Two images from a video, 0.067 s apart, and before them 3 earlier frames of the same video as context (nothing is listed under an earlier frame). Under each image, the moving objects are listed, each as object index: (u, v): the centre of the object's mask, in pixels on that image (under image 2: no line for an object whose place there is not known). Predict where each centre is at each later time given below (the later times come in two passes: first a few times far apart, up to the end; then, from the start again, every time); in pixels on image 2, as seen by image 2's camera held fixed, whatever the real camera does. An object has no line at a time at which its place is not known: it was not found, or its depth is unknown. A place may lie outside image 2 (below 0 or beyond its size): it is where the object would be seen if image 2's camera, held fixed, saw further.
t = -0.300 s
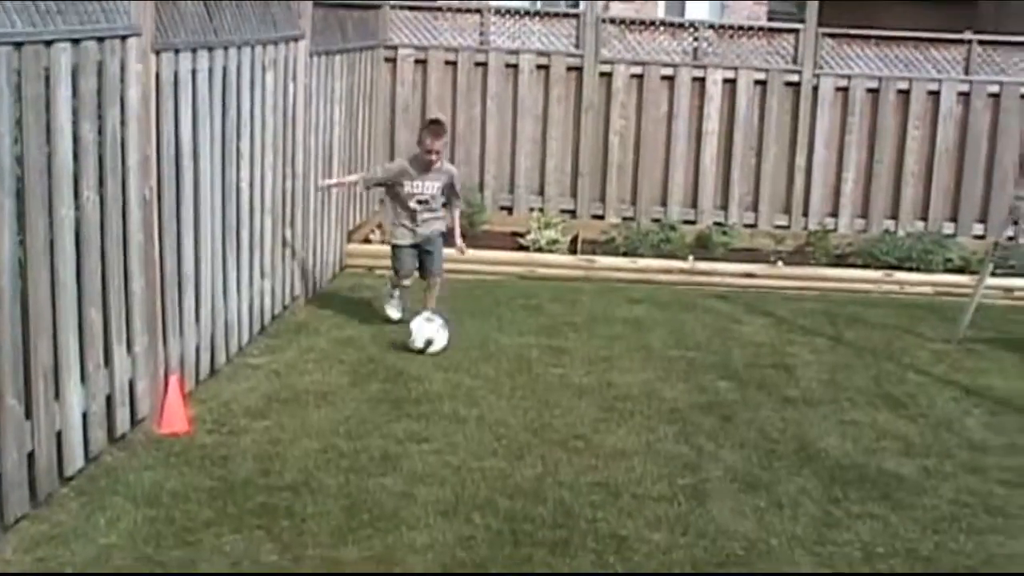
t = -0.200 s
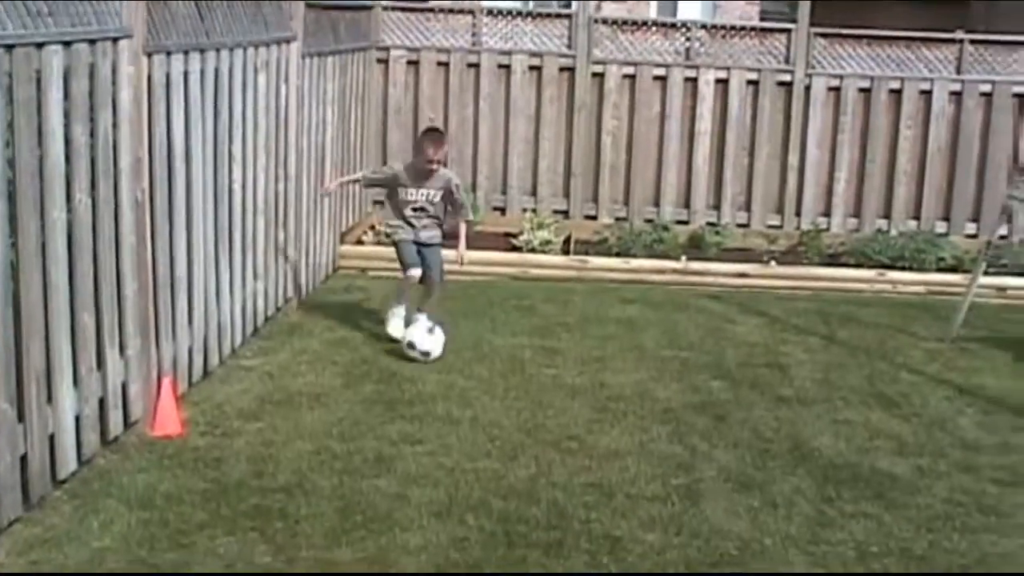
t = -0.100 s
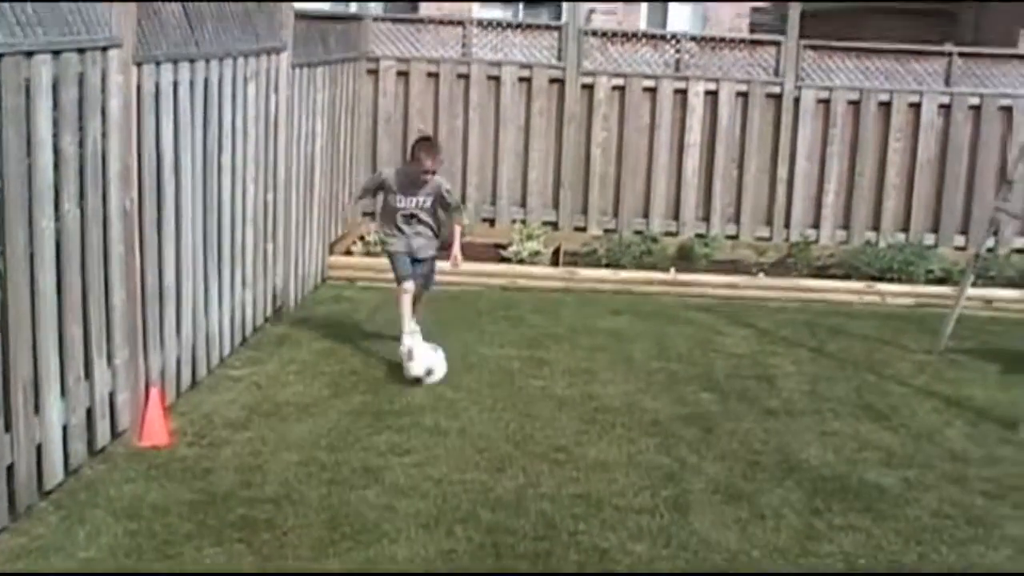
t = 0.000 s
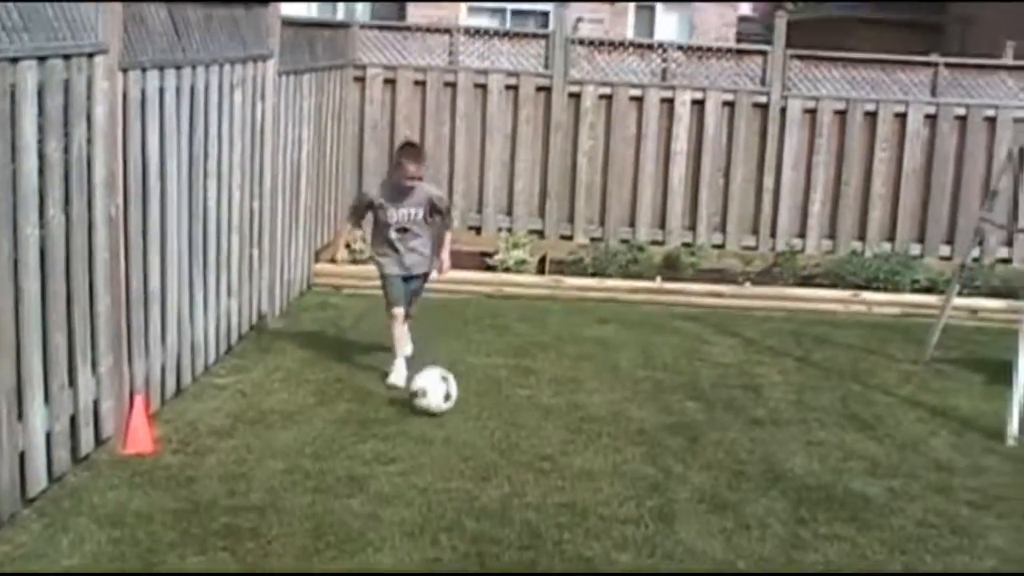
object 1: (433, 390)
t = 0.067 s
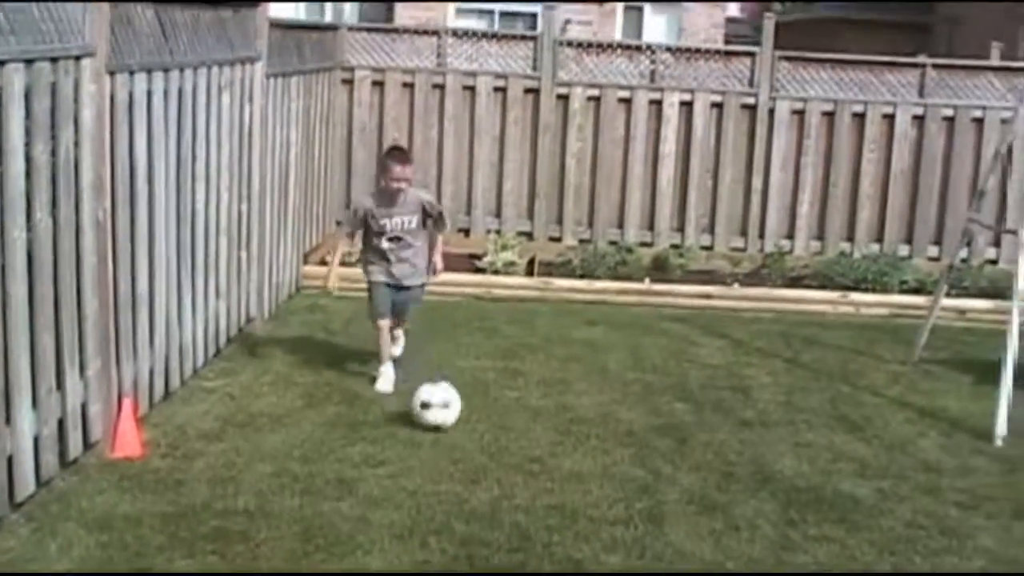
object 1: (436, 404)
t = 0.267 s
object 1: (482, 444)
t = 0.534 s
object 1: (547, 502)
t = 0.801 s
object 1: (617, 568)
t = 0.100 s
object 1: (445, 411)
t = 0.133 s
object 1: (451, 420)
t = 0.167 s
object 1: (459, 425)
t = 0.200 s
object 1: (466, 429)
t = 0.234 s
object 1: (475, 436)
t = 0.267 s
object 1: (482, 444)
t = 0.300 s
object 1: (490, 454)
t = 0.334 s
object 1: (498, 462)
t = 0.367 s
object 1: (505, 466)
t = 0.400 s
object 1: (514, 471)
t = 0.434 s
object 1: (522, 477)
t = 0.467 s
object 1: (531, 483)
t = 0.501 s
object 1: (540, 494)
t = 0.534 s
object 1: (547, 502)
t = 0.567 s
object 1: (555, 511)
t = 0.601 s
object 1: (564, 516)
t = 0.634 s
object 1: (573, 523)
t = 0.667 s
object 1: (582, 532)
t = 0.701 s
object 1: (590, 544)
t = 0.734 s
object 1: (600, 553)
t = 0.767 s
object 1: (609, 561)
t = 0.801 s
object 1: (617, 568)
